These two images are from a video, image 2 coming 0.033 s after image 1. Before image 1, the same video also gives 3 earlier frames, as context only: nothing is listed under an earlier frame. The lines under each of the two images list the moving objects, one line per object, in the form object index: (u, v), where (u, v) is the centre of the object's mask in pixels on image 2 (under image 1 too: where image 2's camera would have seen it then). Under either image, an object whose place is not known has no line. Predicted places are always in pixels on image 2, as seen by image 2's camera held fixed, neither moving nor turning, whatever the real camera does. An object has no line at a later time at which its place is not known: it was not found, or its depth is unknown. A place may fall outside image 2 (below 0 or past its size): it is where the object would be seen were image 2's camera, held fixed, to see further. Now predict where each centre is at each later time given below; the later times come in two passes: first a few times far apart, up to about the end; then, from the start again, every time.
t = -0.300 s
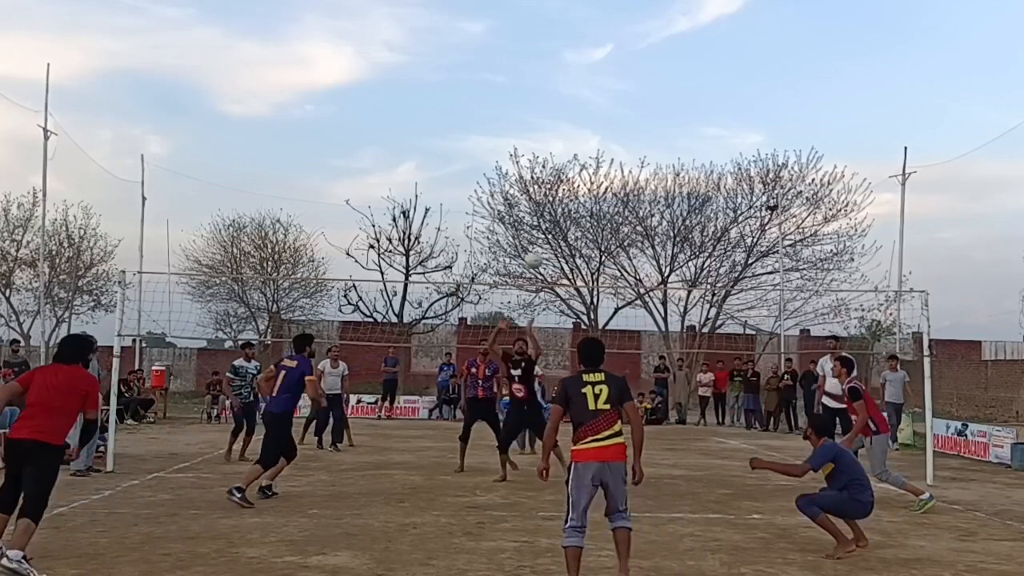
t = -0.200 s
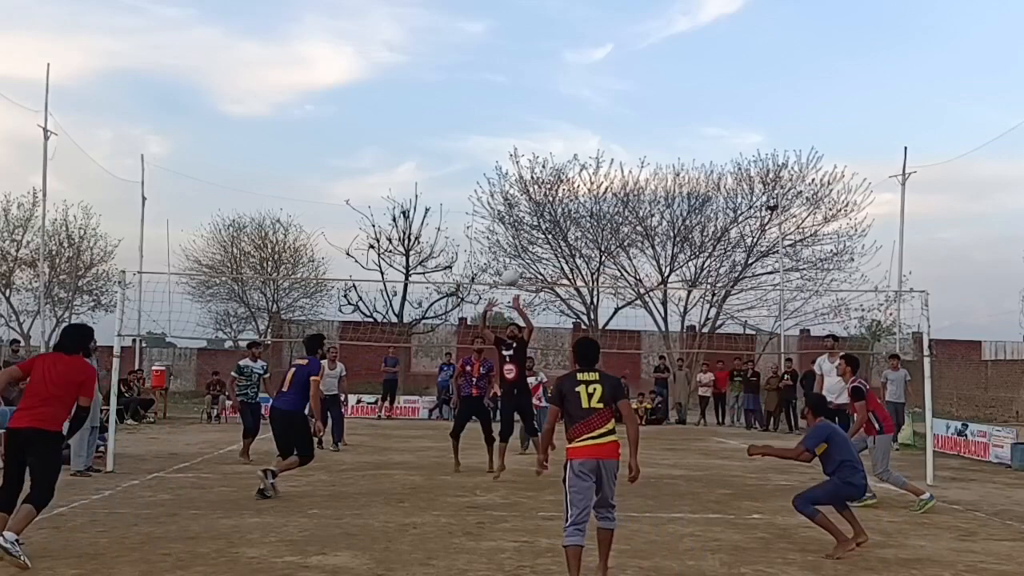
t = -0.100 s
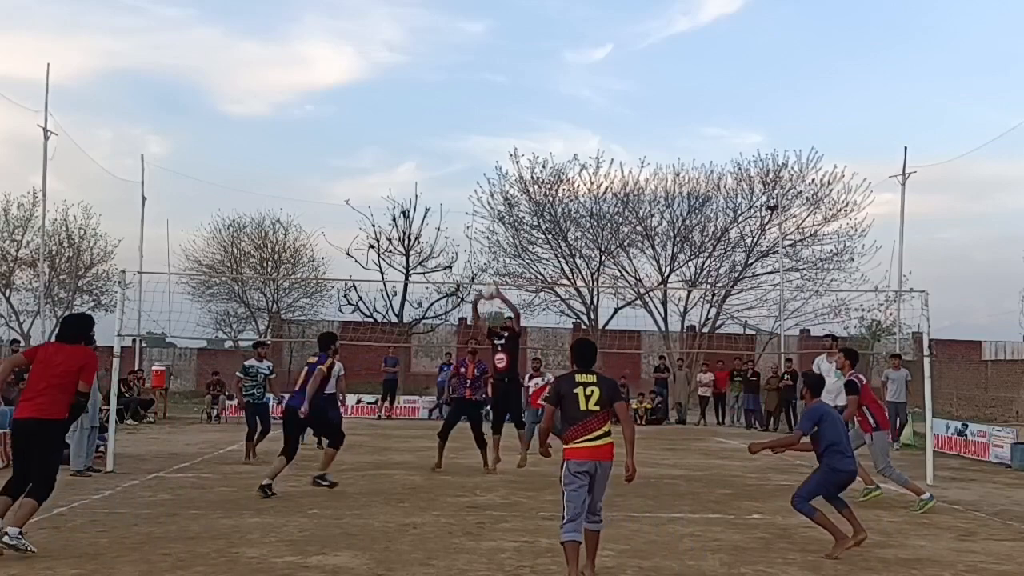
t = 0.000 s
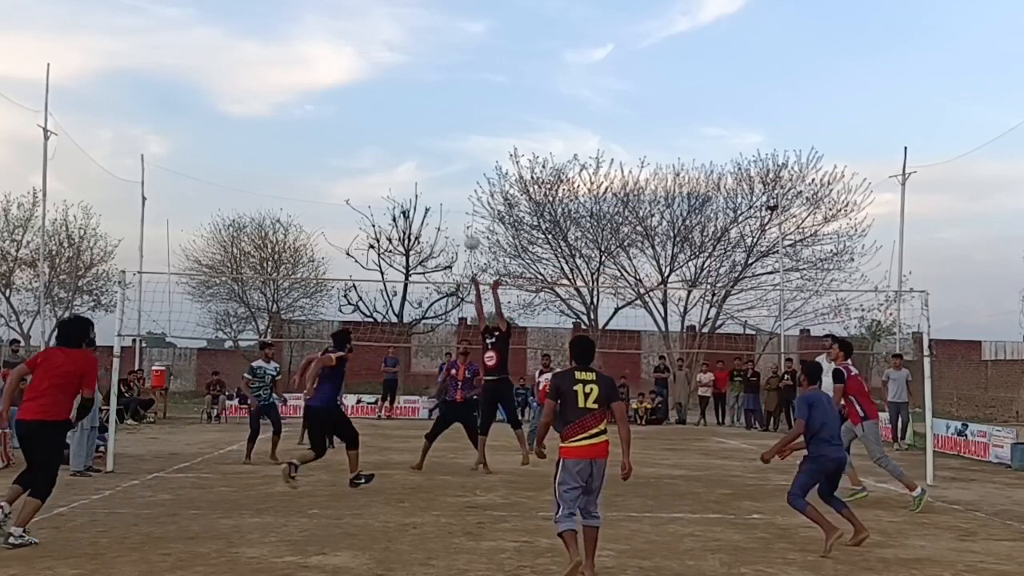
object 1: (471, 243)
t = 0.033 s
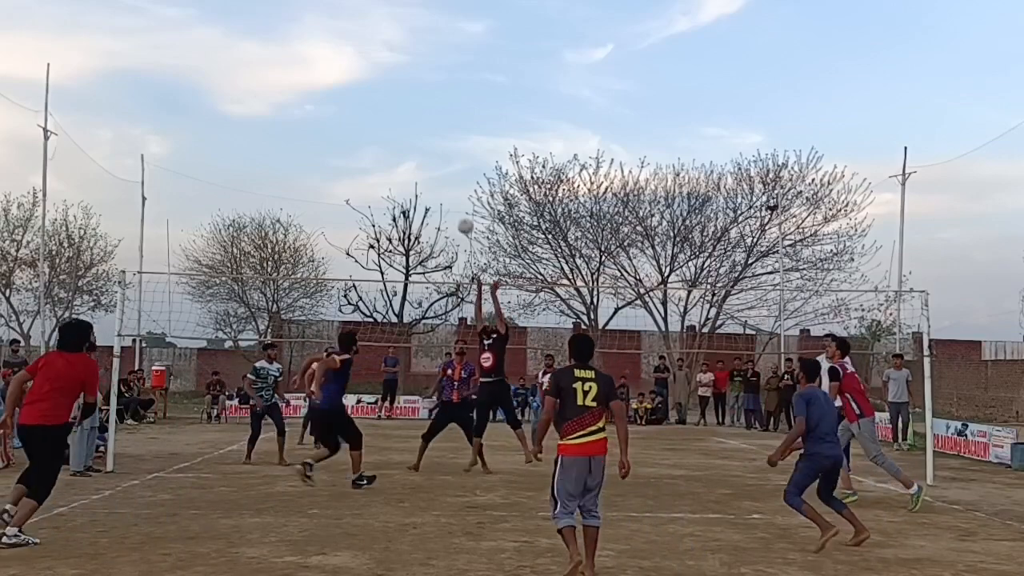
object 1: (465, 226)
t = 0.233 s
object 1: (426, 150)
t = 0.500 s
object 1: (373, 96)
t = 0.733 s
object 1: (324, 95)
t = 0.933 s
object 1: (280, 132)
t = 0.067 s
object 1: (459, 211)
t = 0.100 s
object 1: (452, 197)
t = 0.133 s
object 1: (446, 184)
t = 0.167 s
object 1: (439, 172)
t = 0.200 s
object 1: (433, 161)
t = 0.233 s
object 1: (426, 150)
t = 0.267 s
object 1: (419, 140)
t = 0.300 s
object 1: (413, 131)
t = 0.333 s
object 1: (406, 123)
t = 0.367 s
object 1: (399, 116)
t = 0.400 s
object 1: (393, 110)
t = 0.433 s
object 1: (386, 104)
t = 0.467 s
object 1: (379, 100)
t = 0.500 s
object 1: (373, 96)
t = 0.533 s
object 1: (366, 93)
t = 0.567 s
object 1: (359, 91)
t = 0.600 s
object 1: (352, 90)
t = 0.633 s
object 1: (345, 90)
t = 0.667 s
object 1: (338, 91)
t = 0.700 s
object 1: (331, 92)
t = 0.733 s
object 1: (324, 95)
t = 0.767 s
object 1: (317, 99)
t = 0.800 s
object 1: (309, 103)
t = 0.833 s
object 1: (302, 109)
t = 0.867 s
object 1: (295, 116)
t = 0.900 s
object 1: (287, 123)
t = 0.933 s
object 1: (280, 132)
